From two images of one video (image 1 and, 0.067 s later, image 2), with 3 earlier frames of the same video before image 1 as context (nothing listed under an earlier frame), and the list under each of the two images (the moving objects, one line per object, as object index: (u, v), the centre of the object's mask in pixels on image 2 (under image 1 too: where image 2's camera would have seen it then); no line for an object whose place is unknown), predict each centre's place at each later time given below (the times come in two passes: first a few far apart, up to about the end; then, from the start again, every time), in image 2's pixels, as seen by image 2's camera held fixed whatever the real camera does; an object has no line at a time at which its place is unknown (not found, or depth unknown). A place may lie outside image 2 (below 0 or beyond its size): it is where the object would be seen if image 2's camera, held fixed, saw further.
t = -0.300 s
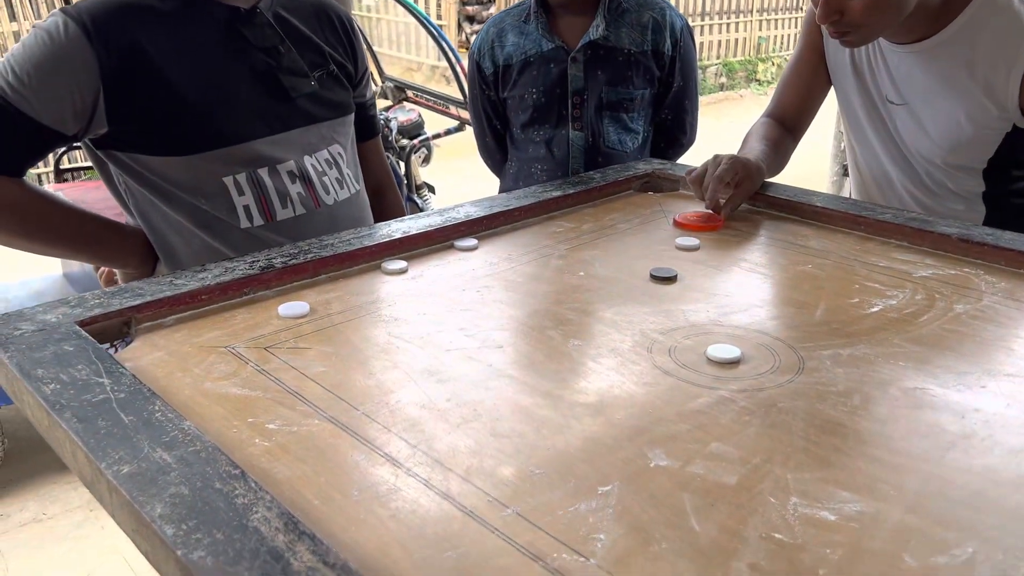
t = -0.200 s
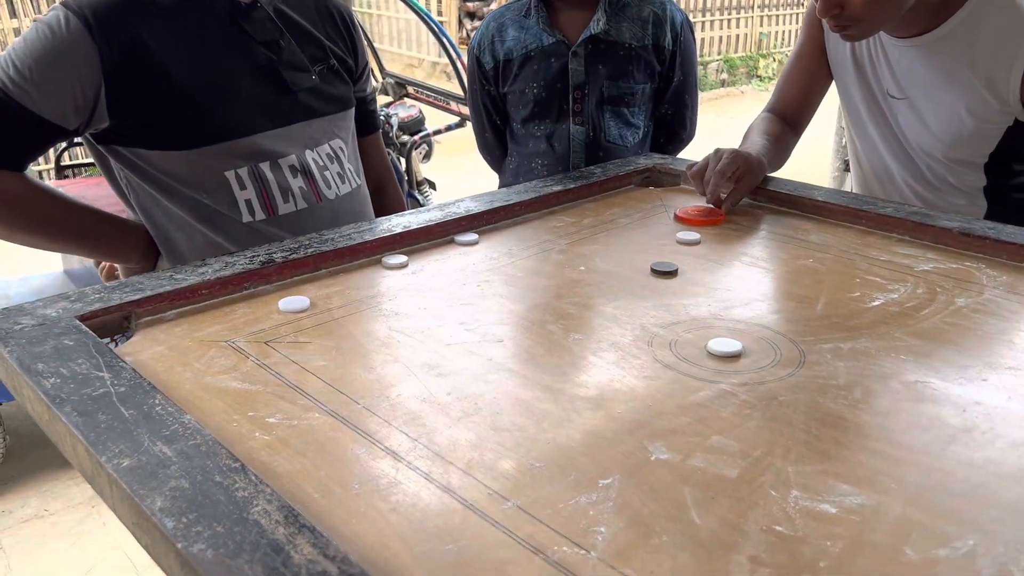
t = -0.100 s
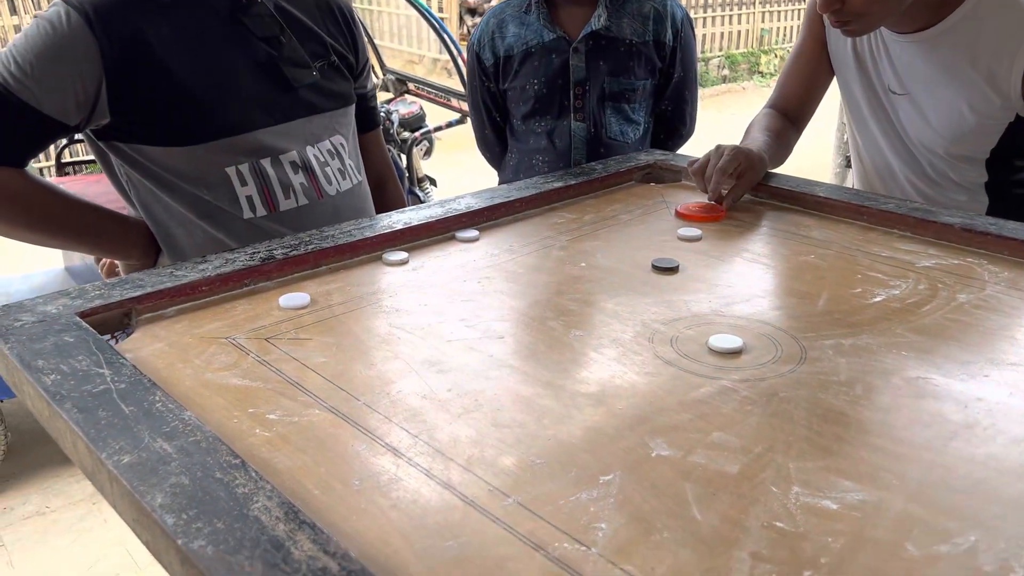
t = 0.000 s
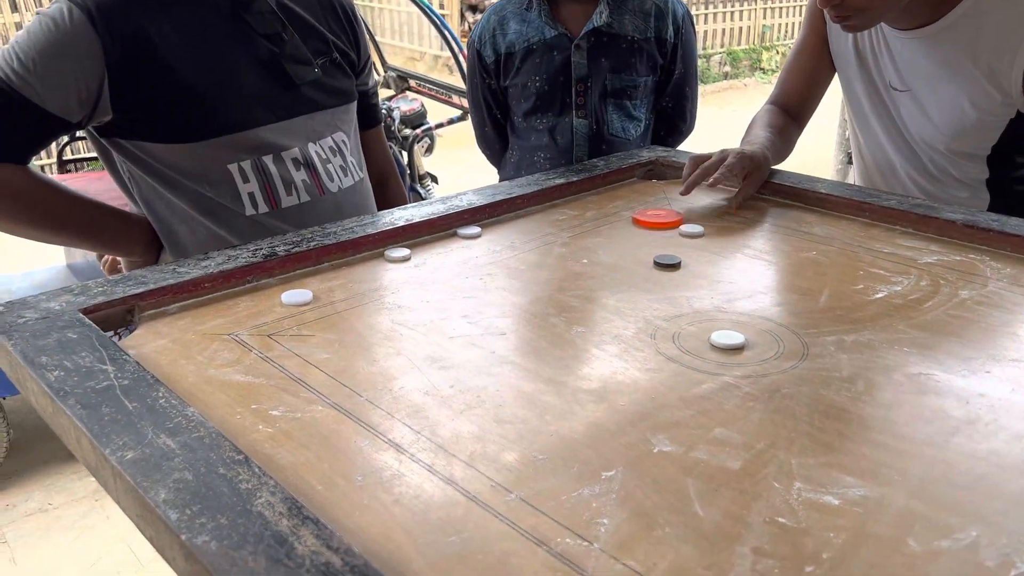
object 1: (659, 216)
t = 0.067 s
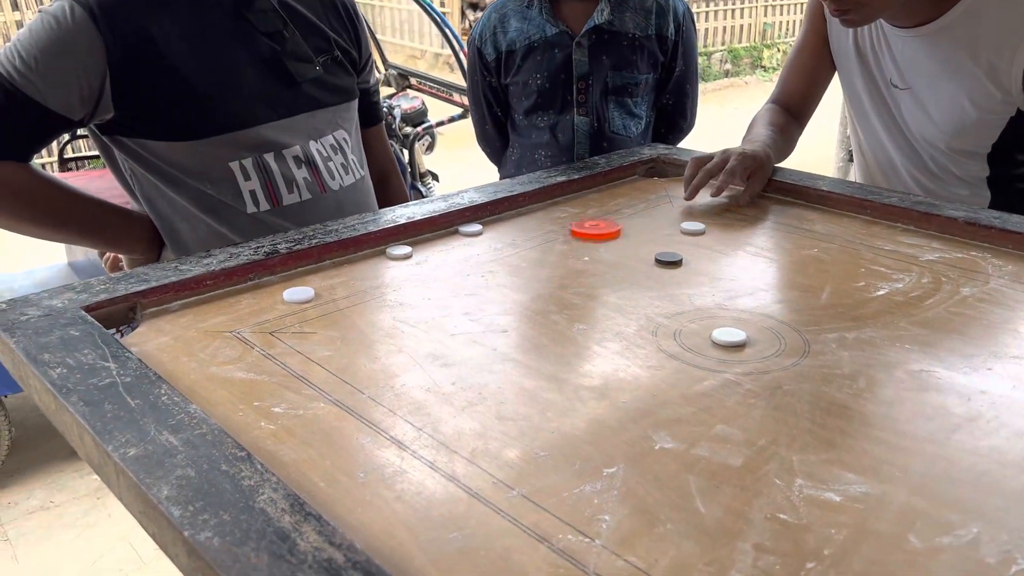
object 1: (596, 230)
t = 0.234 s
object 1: (433, 264)
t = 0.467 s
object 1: (246, 296)
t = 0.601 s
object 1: (196, 309)
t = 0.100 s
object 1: (563, 237)
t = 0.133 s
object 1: (531, 243)
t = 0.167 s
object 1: (498, 251)
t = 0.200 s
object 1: (466, 258)
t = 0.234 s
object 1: (433, 264)
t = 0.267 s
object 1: (401, 270)
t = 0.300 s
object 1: (370, 276)
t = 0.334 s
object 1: (338, 282)
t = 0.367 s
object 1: (313, 286)
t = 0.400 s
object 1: (289, 289)
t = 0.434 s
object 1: (267, 293)
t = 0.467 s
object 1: (246, 296)
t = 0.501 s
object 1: (228, 300)
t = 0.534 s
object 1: (215, 304)
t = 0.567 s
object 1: (204, 307)
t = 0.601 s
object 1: (196, 309)
